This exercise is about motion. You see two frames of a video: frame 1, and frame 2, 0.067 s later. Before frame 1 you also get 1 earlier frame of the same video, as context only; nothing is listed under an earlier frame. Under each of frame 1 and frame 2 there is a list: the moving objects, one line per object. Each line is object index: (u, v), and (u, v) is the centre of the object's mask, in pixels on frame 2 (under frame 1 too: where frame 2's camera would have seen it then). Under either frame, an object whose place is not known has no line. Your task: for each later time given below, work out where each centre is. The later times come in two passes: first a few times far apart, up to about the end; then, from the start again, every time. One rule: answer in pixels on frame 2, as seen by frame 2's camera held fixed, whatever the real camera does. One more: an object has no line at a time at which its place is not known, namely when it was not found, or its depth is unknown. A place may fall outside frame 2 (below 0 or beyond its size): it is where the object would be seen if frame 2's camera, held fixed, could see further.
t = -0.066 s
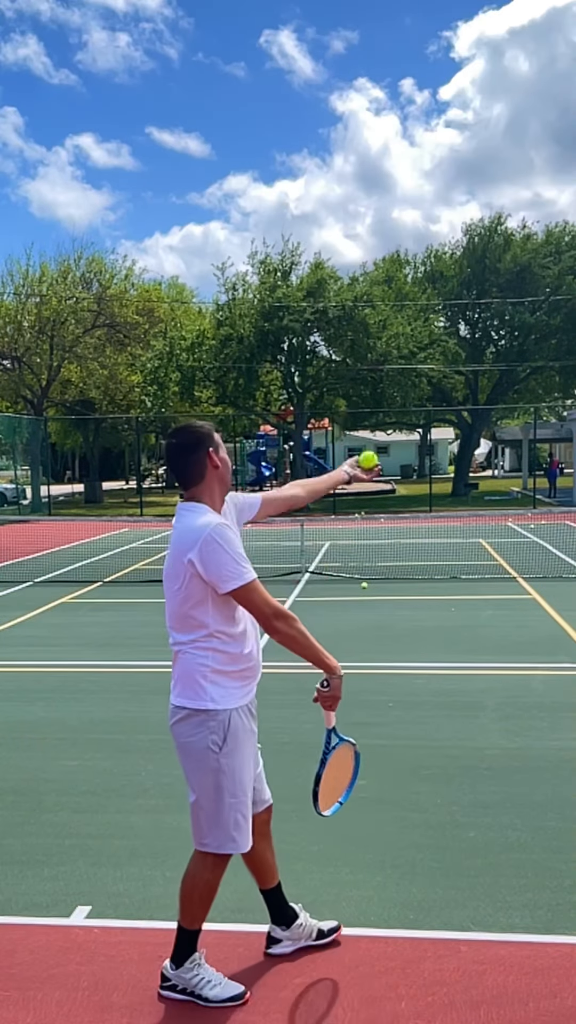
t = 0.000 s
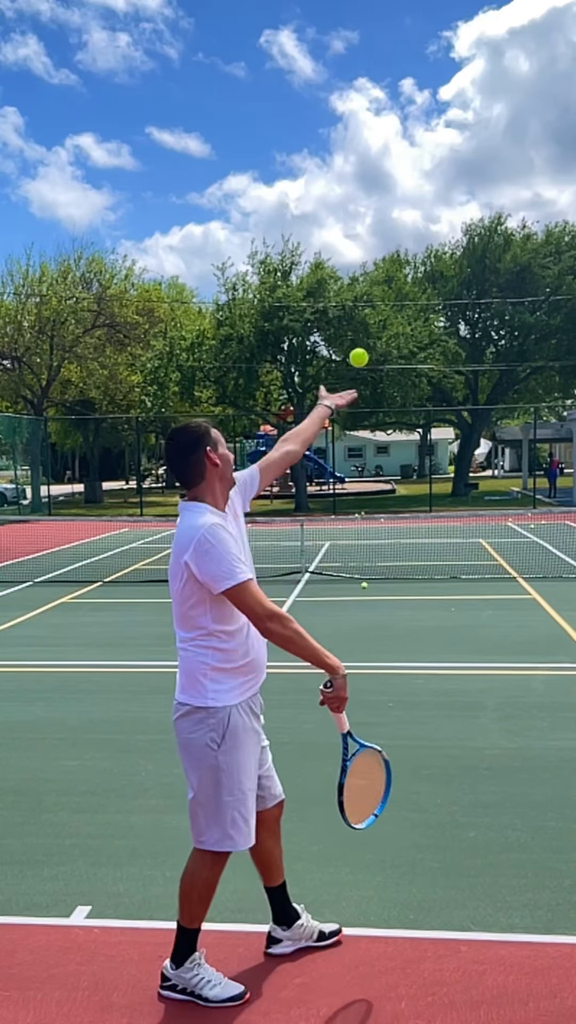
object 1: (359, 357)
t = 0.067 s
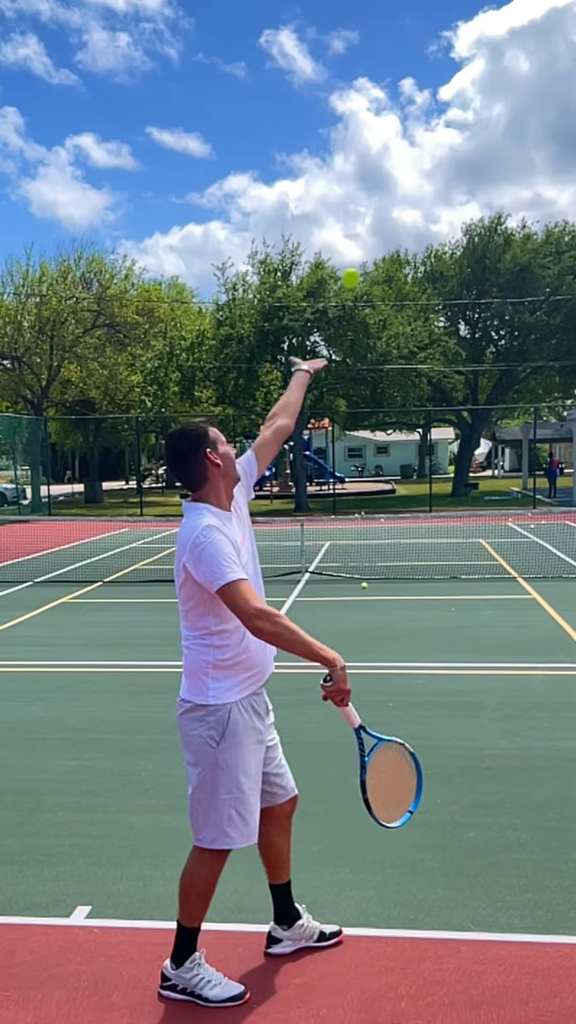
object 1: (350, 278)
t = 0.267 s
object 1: (325, 91)
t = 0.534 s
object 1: (296, 17)
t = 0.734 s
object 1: (278, 92)
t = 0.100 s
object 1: (346, 240)
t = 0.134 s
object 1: (341, 200)
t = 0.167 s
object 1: (337, 168)
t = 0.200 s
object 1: (332, 138)
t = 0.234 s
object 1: (329, 112)
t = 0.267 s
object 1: (325, 91)
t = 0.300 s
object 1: (322, 71)
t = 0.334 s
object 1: (318, 56)
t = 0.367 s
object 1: (314, 39)
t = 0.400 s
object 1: (310, 29)
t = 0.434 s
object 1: (307, 22)
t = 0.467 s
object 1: (303, 16)
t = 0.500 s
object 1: (300, 15)
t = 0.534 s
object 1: (296, 17)
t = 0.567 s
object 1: (293, 22)
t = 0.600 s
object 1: (290, 29)
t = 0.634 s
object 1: (287, 40)
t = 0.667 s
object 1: (284, 53)
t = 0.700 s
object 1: (281, 72)
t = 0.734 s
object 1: (278, 92)
